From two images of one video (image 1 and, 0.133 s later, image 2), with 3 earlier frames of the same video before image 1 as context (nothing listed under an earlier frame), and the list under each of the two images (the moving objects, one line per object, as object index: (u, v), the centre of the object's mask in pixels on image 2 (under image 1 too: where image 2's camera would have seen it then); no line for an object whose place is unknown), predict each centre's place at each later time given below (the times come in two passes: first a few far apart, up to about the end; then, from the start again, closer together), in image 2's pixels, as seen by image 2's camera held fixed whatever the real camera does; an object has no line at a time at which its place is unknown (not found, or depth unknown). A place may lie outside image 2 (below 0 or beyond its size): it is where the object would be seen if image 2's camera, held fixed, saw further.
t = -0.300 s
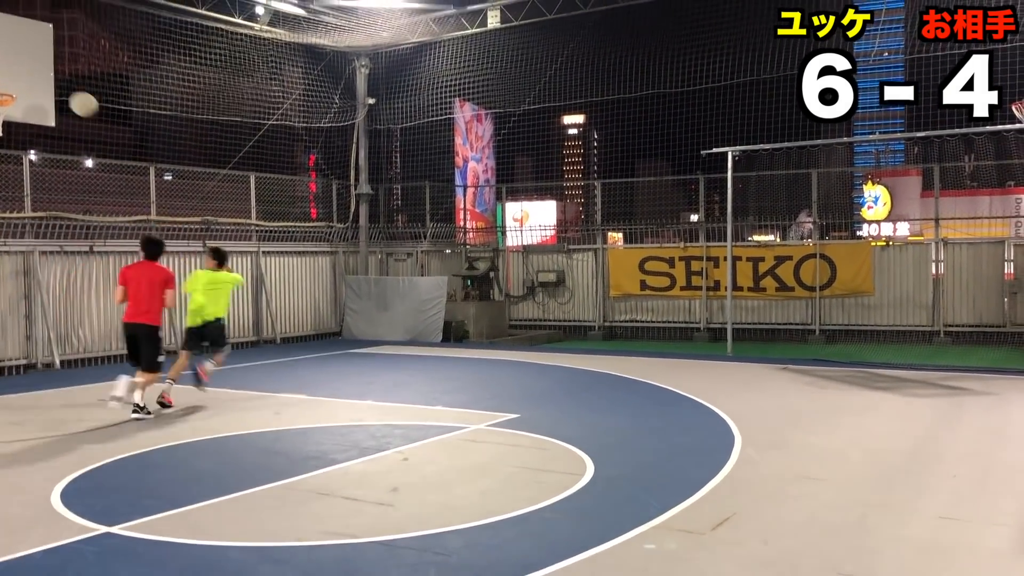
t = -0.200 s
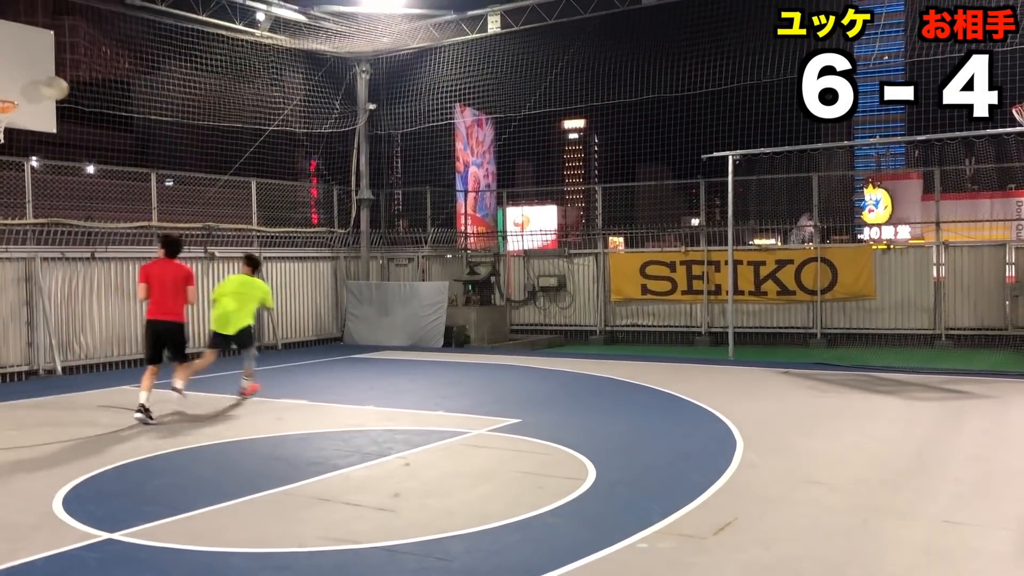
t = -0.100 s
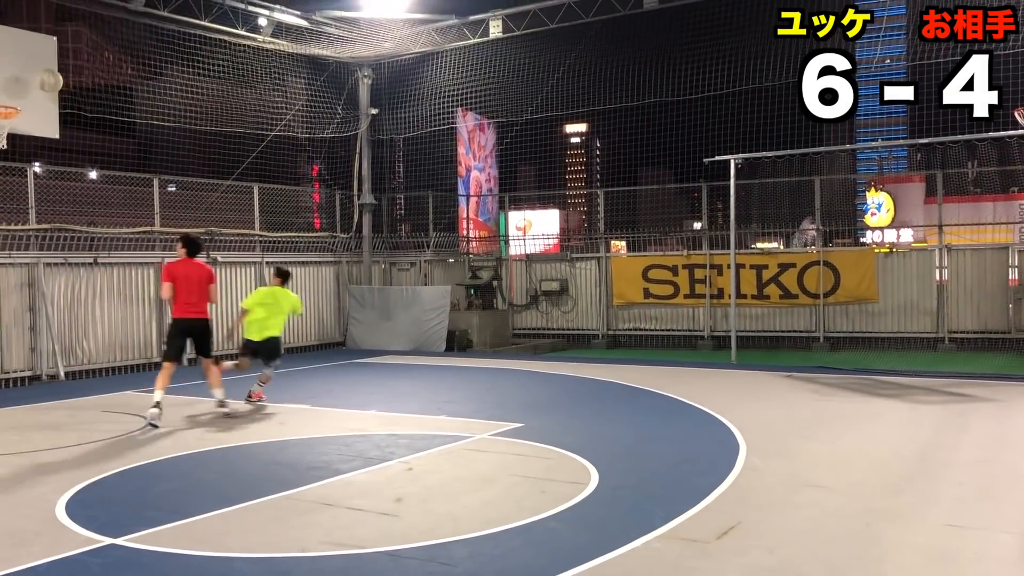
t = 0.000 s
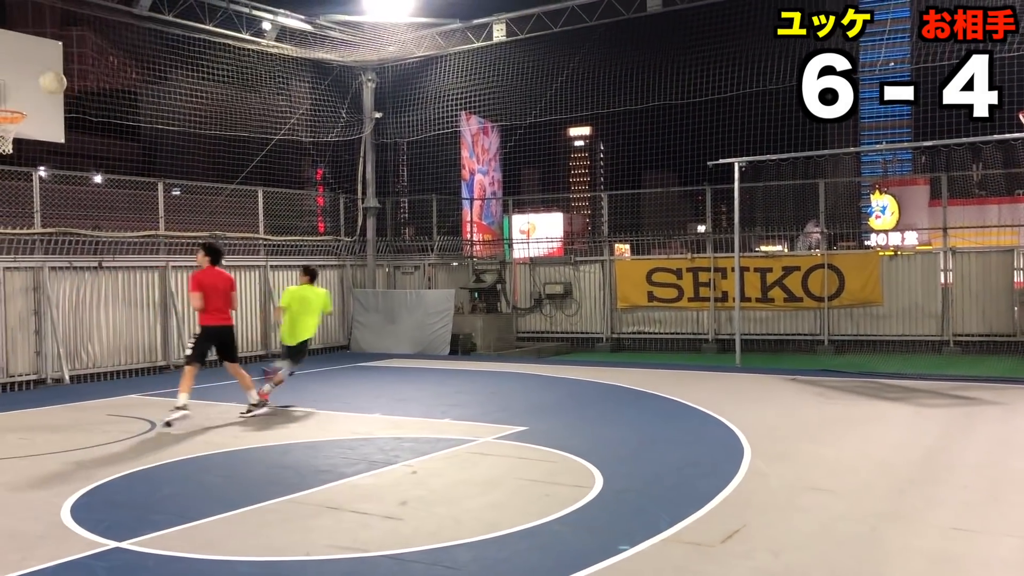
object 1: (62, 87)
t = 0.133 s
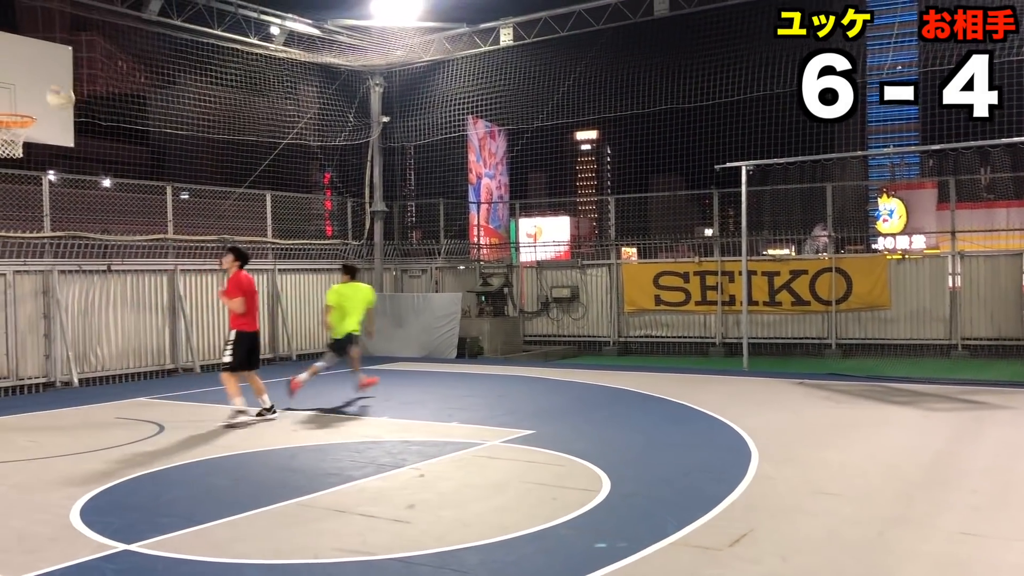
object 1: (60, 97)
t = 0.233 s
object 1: (59, 117)
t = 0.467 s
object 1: (57, 211)
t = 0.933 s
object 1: (59, 348)
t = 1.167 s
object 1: (66, 250)
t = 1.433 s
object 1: (75, 217)
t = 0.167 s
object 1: (59, 104)
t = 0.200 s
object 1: (59, 110)
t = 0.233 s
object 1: (59, 117)
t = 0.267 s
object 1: (59, 126)
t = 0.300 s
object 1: (58, 138)
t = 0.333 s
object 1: (58, 151)
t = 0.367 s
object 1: (58, 162)
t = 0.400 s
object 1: (58, 177)
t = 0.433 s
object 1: (57, 194)
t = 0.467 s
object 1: (57, 211)
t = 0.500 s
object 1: (56, 230)
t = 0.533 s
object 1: (56, 249)
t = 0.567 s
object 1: (56, 272)
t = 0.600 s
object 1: (56, 296)
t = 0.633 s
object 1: (56, 322)
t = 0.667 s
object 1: (55, 349)
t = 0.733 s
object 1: (53, 409)
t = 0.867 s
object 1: (57, 389)
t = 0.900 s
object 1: (58, 369)
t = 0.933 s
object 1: (59, 348)
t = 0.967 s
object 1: (60, 330)
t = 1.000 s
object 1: (61, 314)
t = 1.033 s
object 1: (62, 299)
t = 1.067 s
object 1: (63, 284)
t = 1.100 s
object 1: (63, 272)
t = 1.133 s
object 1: (64, 261)
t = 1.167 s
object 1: (66, 250)
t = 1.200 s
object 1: (67, 242)
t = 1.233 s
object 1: (68, 235)
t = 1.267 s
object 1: (69, 228)
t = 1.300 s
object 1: (70, 223)
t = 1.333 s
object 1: (72, 220)
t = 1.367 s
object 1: (73, 218)
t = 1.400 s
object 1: (74, 217)
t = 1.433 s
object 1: (75, 217)
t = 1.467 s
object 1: (76, 219)
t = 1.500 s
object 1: (77, 222)
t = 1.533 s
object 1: (78, 226)
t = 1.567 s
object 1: (79, 232)
